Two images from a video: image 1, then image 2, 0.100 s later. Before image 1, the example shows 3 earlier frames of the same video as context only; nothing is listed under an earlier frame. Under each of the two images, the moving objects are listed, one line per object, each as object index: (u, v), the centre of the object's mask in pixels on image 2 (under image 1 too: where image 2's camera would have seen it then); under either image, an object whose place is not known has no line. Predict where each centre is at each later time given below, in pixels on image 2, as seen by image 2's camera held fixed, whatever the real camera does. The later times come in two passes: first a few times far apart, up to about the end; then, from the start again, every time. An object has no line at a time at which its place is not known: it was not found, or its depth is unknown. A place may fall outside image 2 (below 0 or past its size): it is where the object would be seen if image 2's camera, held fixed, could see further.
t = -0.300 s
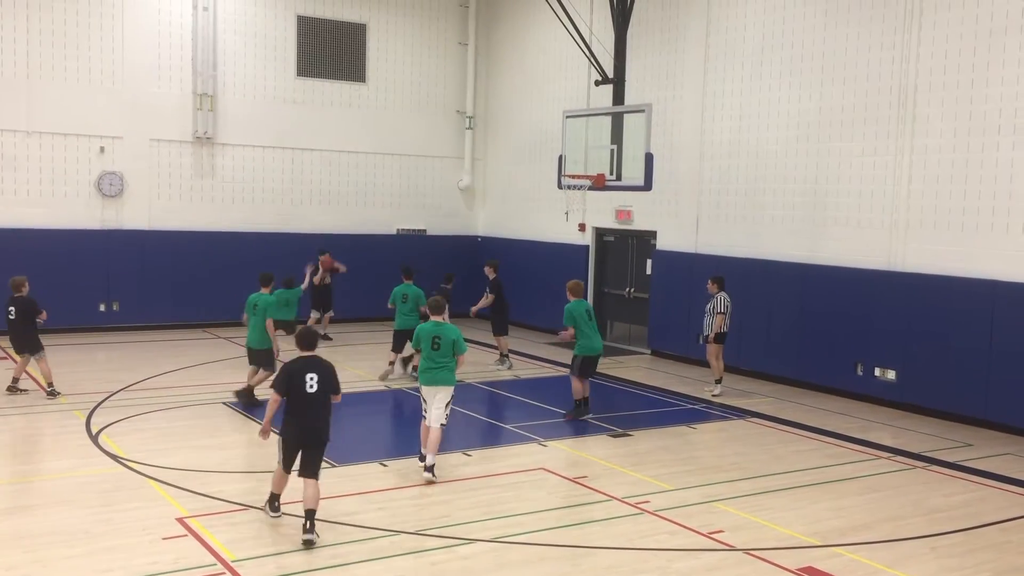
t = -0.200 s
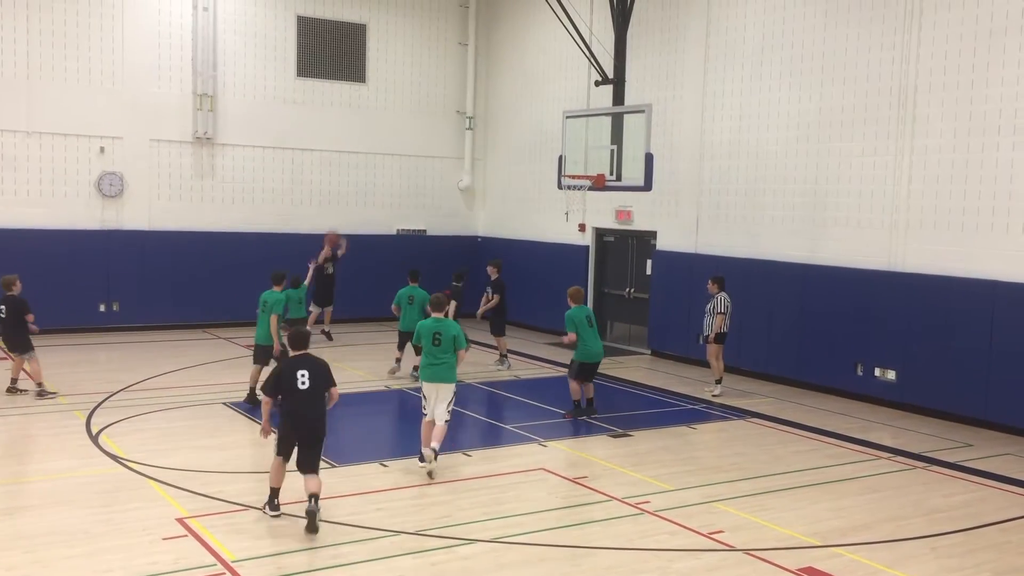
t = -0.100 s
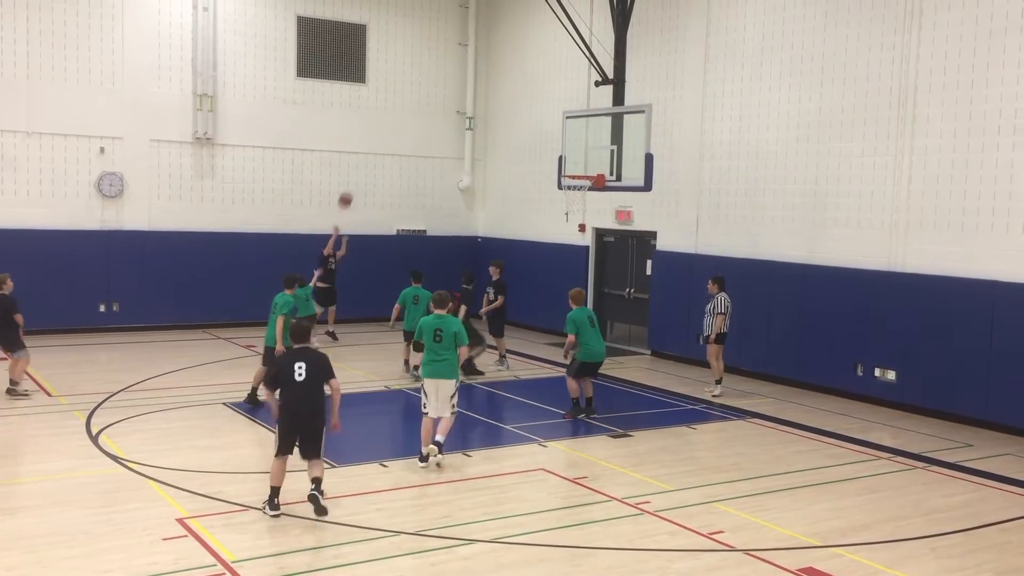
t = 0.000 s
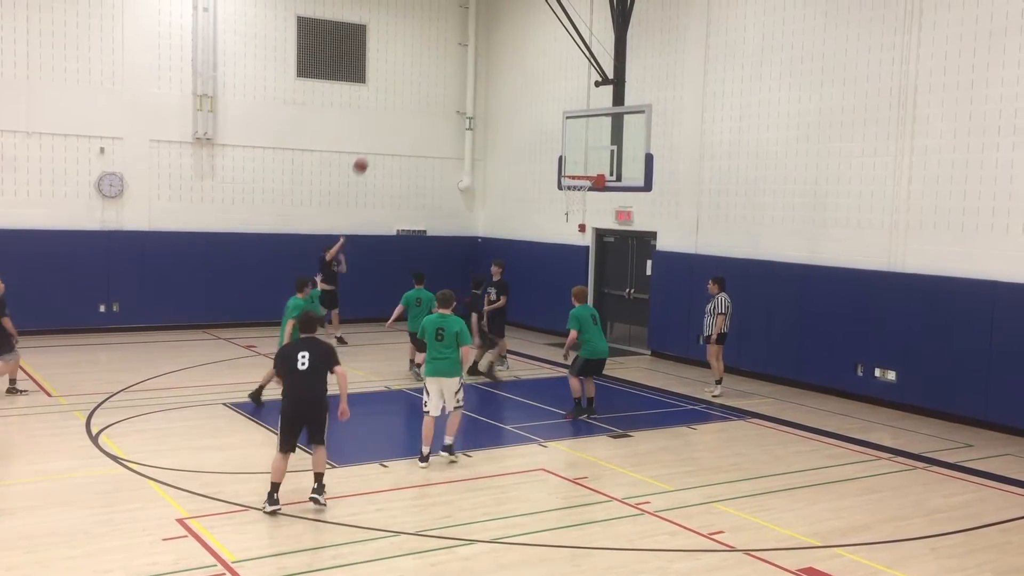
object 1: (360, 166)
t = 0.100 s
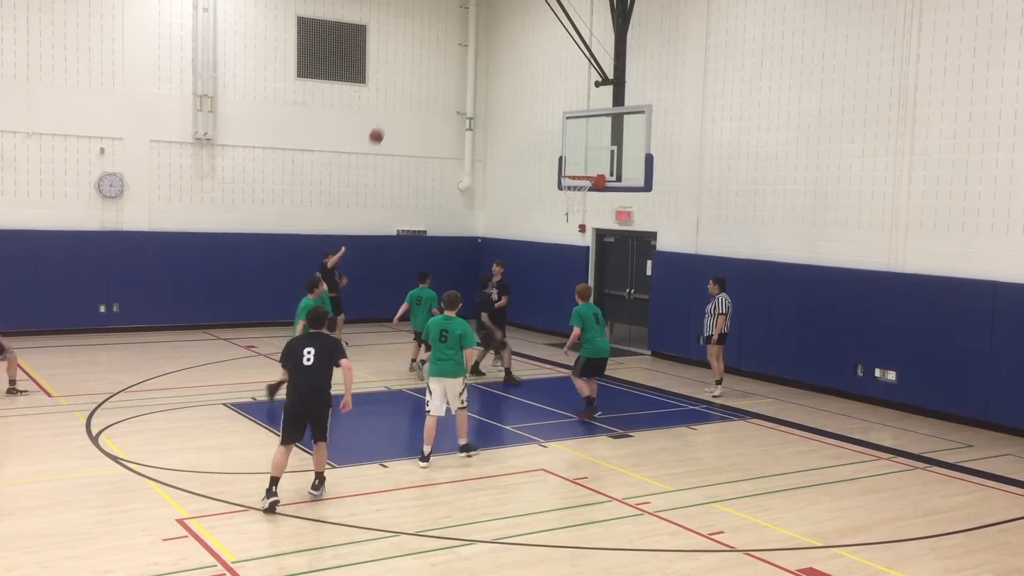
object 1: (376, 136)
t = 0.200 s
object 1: (393, 111)
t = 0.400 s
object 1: (427, 76)
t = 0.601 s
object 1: (464, 64)
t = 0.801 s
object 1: (503, 78)
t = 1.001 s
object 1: (545, 123)
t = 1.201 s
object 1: (577, 161)
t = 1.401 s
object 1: (590, 158)
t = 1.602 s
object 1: (603, 186)
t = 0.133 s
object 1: (381, 127)
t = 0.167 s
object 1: (387, 118)
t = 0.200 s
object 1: (393, 111)
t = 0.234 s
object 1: (398, 103)
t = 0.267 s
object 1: (404, 97)
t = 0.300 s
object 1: (410, 91)
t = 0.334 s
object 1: (416, 85)
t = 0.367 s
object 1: (421, 80)
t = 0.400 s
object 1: (427, 76)
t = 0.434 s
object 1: (434, 72)
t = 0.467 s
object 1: (440, 69)
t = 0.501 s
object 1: (446, 67)
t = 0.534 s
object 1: (452, 65)
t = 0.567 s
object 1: (458, 64)
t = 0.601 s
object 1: (464, 64)
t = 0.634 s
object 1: (470, 64)
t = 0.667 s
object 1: (477, 66)
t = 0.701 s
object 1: (483, 68)
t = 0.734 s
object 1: (490, 70)
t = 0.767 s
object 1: (496, 74)
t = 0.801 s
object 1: (503, 78)
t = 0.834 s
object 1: (510, 83)
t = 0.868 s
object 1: (517, 90)
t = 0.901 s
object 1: (524, 96)
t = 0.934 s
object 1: (530, 104)
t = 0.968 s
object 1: (538, 113)
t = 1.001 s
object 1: (545, 123)
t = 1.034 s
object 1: (552, 133)
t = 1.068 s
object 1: (559, 144)
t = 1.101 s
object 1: (566, 157)
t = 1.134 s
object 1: (573, 169)
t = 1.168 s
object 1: (575, 165)
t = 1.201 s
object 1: (577, 161)
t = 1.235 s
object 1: (579, 159)
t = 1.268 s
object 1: (581, 157)
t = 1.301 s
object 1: (583, 156)
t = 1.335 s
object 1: (586, 156)
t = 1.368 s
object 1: (588, 156)
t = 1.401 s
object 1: (590, 158)
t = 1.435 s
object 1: (592, 160)
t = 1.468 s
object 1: (594, 164)
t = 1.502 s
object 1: (597, 168)
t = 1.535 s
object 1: (599, 173)
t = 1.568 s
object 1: (600, 180)
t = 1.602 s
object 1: (603, 186)
